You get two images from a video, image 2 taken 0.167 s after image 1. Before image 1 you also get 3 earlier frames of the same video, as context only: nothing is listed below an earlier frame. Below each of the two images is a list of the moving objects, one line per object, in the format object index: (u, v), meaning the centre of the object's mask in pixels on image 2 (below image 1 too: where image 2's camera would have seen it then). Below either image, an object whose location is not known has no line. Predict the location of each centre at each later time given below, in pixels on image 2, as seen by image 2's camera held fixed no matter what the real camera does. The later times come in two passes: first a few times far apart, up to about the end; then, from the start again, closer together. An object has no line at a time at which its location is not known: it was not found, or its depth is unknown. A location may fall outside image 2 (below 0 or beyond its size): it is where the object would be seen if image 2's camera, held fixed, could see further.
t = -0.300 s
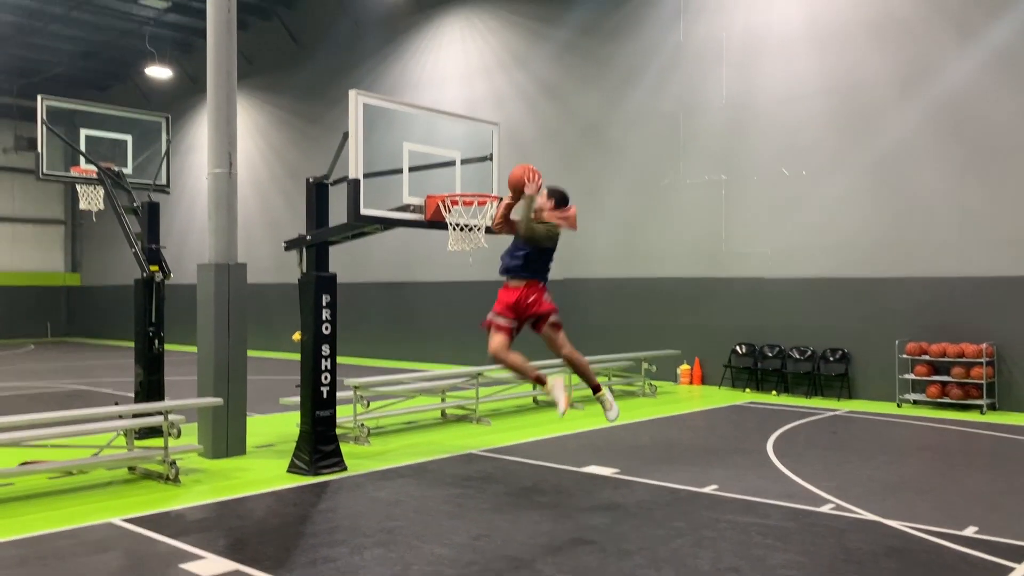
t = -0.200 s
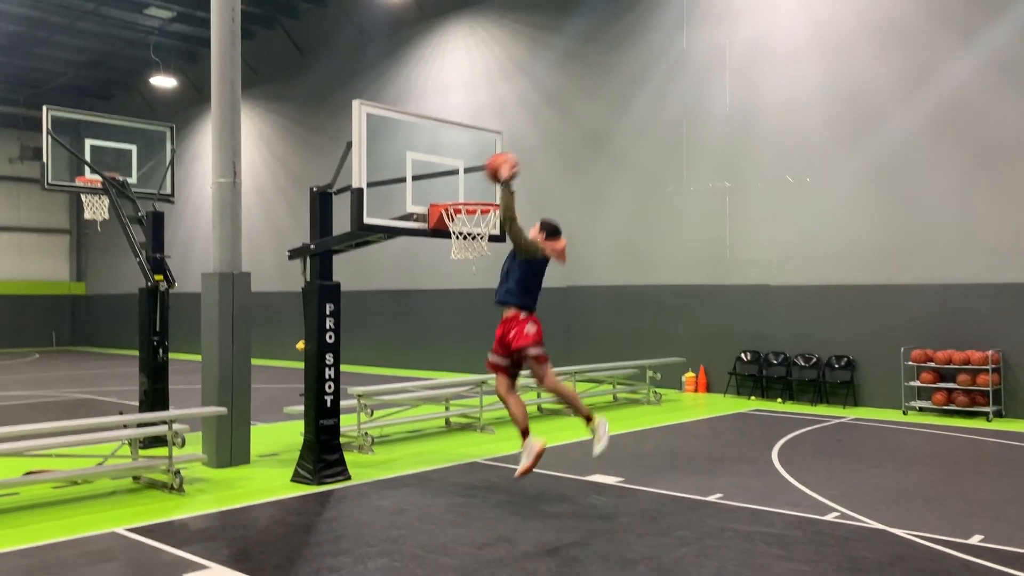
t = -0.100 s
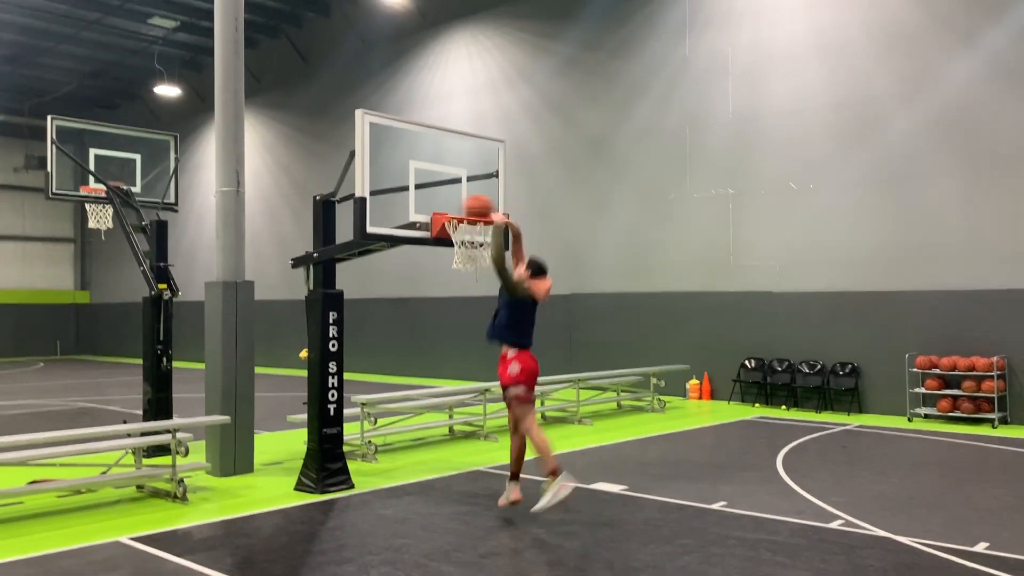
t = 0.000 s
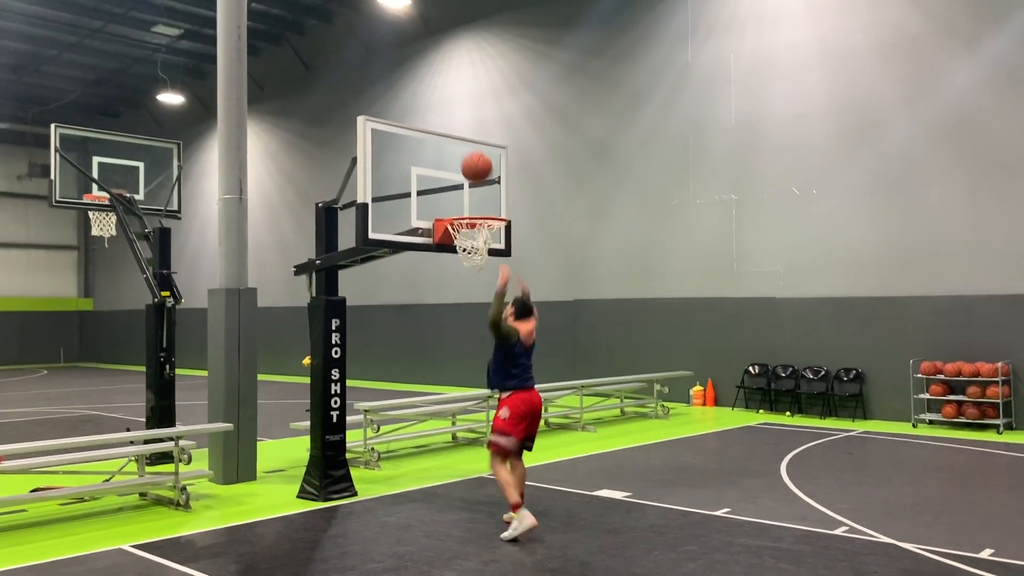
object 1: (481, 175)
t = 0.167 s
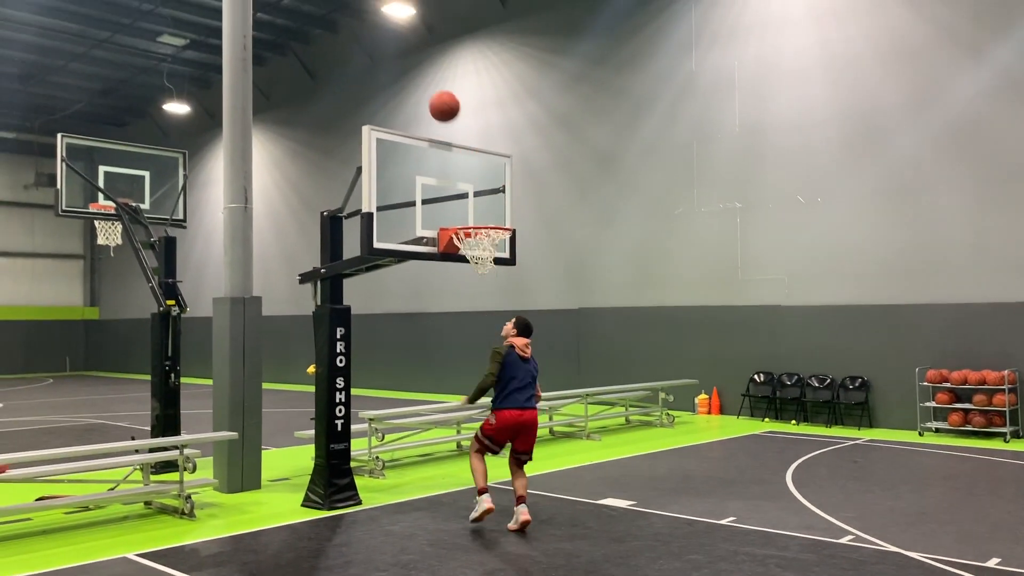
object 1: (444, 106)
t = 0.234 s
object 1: (430, 89)
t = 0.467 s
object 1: (384, 71)
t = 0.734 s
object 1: (334, 132)
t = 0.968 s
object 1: (291, 253)
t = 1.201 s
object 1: (245, 434)
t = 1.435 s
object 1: (235, 407)
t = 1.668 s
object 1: (245, 309)
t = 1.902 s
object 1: (254, 276)
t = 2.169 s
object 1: (264, 314)
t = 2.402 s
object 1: (272, 412)
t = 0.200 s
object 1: (437, 97)
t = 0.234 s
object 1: (430, 89)
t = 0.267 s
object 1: (423, 82)
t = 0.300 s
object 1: (416, 76)
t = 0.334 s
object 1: (410, 73)
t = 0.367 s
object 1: (403, 70)
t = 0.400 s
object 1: (397, 70)
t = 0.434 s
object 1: (391, 70)
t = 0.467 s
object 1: (384, 71)
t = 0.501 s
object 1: (377, 74)
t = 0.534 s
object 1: (371, 79)
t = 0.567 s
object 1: (365, 85)
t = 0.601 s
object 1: (359, 91)
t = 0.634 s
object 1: (352, 100)
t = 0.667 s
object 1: (346, 109)
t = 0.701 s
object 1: (340, 120)
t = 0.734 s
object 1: (334, 132)
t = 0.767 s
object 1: (327, 146)
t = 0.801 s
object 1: (322, 160)
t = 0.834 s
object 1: (315, 177)
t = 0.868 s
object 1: (310, 194)
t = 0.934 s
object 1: (297, 233)
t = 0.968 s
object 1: (291, 253)
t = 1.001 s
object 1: (284, 275)
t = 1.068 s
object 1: (272, 324)
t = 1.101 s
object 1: (265, 349)
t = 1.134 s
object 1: (258, 376)
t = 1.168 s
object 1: (251, 404)
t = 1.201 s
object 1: (245, 434)
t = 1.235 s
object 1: (238, 465)
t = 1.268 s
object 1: (230, 496)
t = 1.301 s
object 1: (229, 496)
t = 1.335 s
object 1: (230, 472)
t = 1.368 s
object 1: (231, 451)
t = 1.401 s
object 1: (233, 428)
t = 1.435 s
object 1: (235, 407)
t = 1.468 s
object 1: (236, 389)
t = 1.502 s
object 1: (238, 372)
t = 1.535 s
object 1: (239, 357)
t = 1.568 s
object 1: (241, 342)
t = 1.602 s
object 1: (242, 330)
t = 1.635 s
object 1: (244, 318)
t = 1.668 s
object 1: (245, 309)
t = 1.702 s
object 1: (246, 300)
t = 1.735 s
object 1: (248, 293)
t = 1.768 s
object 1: (249, 287)
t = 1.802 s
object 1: (250, 283)
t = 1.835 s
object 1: (252, 279)
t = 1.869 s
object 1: (253, 277)
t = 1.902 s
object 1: (254, 276)
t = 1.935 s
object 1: (255, 277)
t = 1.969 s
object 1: (257, 278)
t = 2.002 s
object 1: (258, 281)
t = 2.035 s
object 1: (259, 285)
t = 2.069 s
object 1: (261, 291)
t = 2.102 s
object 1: (262, 297)
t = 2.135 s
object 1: (263, 305)
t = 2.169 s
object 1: (264, 314)
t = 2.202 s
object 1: (265, 324)
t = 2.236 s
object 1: (266, 336)
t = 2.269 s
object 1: (267, 348)
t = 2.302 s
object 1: (268, 362)
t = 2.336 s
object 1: (269, 377)
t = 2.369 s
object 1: (271, 394)
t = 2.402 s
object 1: (272, 412)
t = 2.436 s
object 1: (273, 431)
